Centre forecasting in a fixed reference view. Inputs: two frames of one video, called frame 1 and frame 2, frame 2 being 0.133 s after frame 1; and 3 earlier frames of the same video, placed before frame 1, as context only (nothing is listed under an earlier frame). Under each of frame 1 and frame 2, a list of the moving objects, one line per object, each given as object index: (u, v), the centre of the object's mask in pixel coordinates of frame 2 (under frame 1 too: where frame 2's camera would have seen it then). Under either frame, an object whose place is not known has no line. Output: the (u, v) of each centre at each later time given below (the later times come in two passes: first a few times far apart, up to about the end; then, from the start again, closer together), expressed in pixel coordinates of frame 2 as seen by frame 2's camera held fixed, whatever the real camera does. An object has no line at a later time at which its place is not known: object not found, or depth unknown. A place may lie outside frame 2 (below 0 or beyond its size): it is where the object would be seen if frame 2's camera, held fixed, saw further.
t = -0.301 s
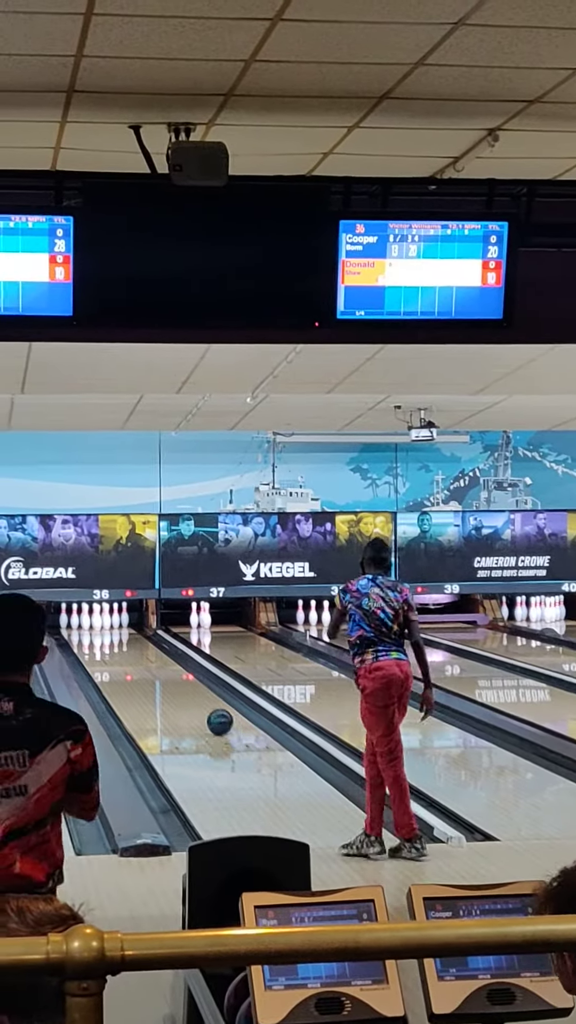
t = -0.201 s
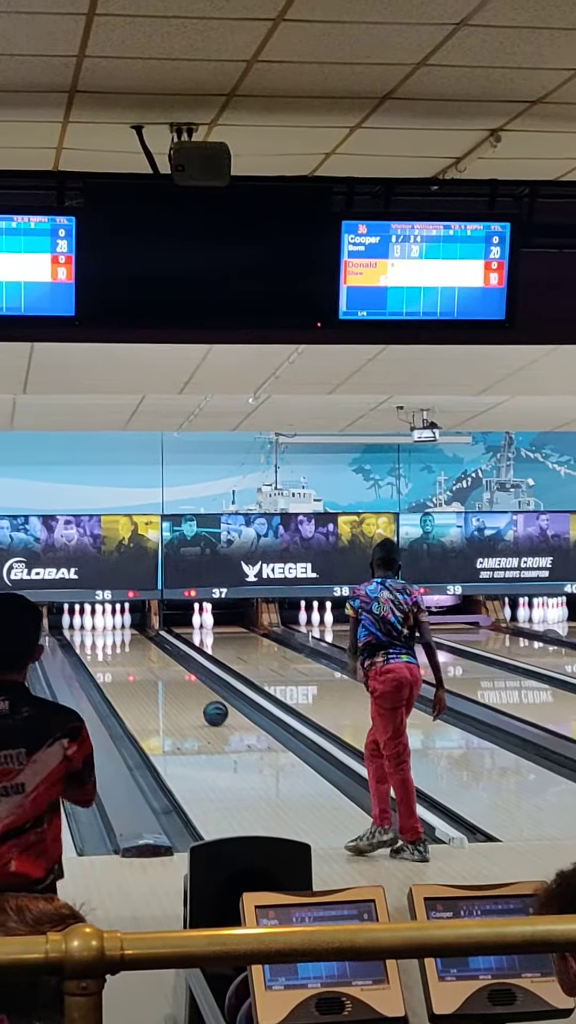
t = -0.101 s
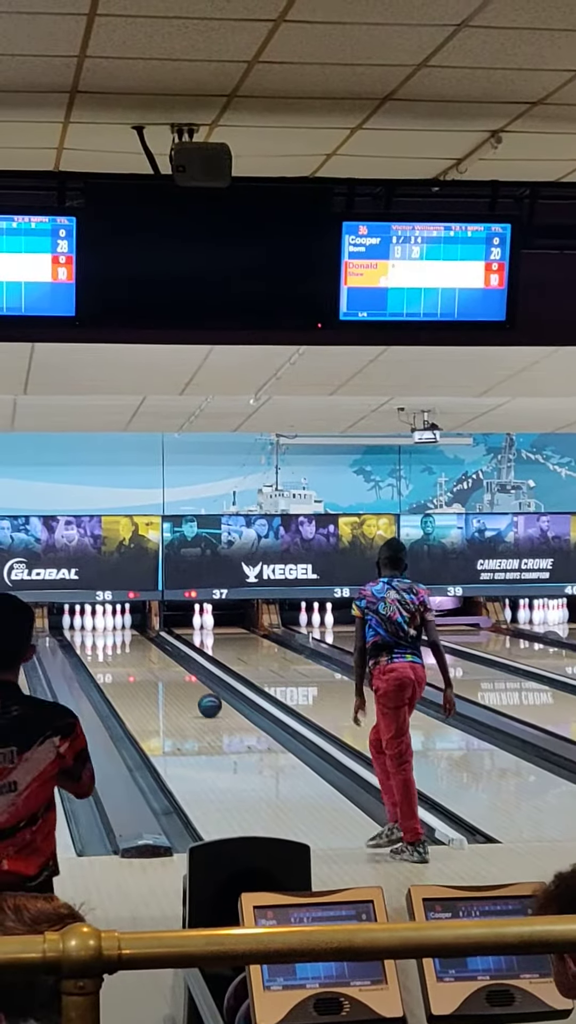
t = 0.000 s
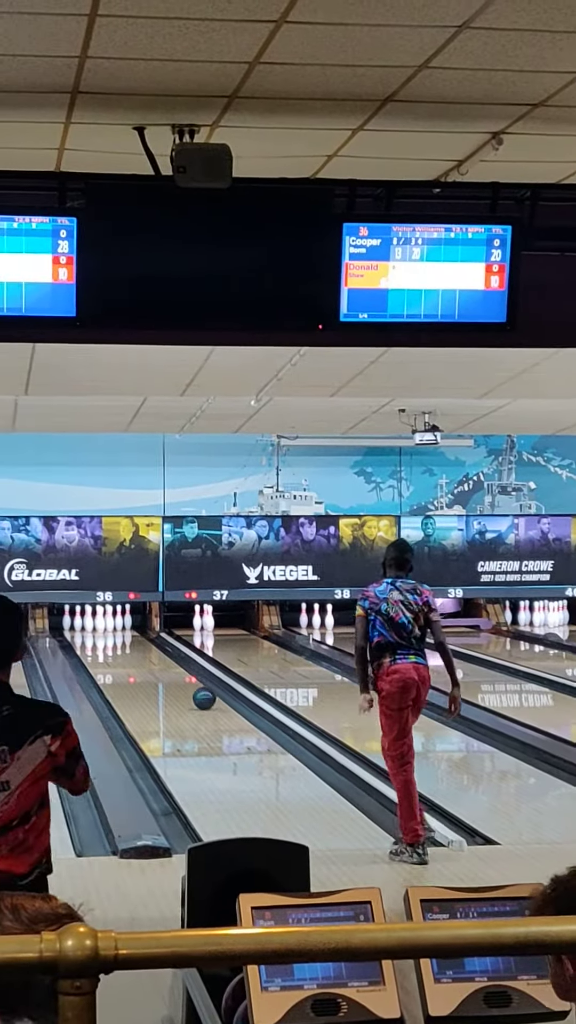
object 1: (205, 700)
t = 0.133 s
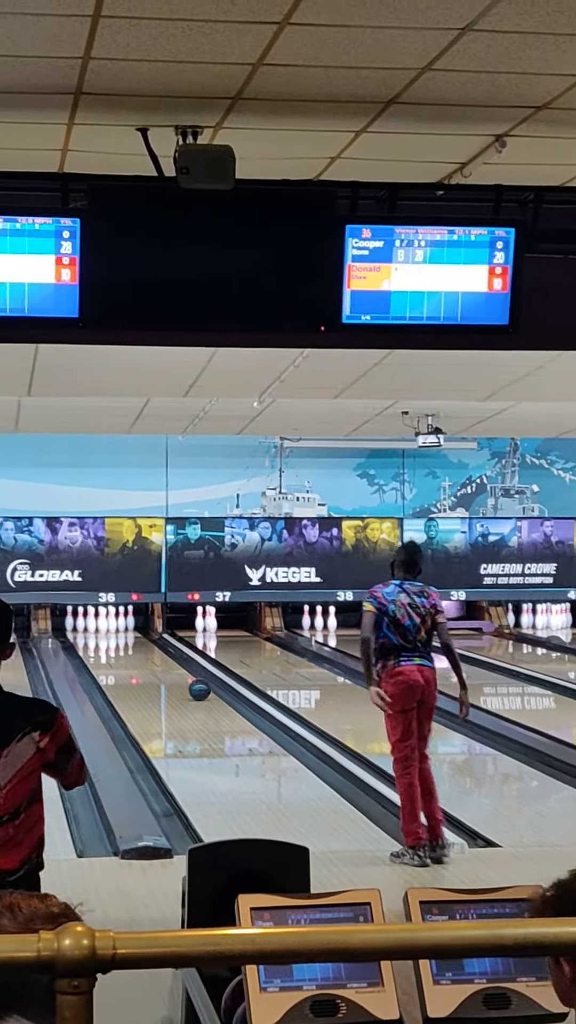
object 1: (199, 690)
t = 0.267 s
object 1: (194, 681)
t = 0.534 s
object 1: (183, 666)
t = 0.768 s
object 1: (173, 655)
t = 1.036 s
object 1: (161, 645)
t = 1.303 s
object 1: (144, 637)
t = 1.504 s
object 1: (130, 630)
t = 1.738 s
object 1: (118, 626)
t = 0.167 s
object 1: (198, 687)
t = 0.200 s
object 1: (196, 685)
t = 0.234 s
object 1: (195, 683)
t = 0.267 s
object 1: (194, 681)
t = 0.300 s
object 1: (192, 679)
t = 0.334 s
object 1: (191, 677)
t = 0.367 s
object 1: (190, 675)
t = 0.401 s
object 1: (188, 673)
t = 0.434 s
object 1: (187, 671)
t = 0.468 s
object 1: (186, 669)
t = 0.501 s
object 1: (185, 667)
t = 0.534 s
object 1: (183, 666)
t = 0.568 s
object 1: (182, 664)
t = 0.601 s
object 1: (181, 663)
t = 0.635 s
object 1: (179, 661)
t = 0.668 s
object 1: (178, 659)
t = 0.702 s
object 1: (176, 658)
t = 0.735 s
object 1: (174, 657)
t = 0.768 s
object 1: (173, 655)
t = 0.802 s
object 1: (172, 653)
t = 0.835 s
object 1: (170, 652)
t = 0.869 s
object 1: (168, 651)
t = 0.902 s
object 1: (167, 649)
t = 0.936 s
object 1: (165, 648)
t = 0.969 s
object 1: (164, 647)
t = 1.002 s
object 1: (162, 646)
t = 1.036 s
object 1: (161, 645)
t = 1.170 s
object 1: (153, 640)
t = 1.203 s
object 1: (151, 639)
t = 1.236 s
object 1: (149, 638)
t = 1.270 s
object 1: (147, 637)
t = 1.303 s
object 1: (144, 637)
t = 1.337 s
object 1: (142, 635)
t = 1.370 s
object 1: (140, 634)
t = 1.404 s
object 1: (137, 633)
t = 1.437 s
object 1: (135, 632)
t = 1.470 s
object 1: (132, 632)
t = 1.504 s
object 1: (130, 630)
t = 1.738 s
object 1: (118, 626)
